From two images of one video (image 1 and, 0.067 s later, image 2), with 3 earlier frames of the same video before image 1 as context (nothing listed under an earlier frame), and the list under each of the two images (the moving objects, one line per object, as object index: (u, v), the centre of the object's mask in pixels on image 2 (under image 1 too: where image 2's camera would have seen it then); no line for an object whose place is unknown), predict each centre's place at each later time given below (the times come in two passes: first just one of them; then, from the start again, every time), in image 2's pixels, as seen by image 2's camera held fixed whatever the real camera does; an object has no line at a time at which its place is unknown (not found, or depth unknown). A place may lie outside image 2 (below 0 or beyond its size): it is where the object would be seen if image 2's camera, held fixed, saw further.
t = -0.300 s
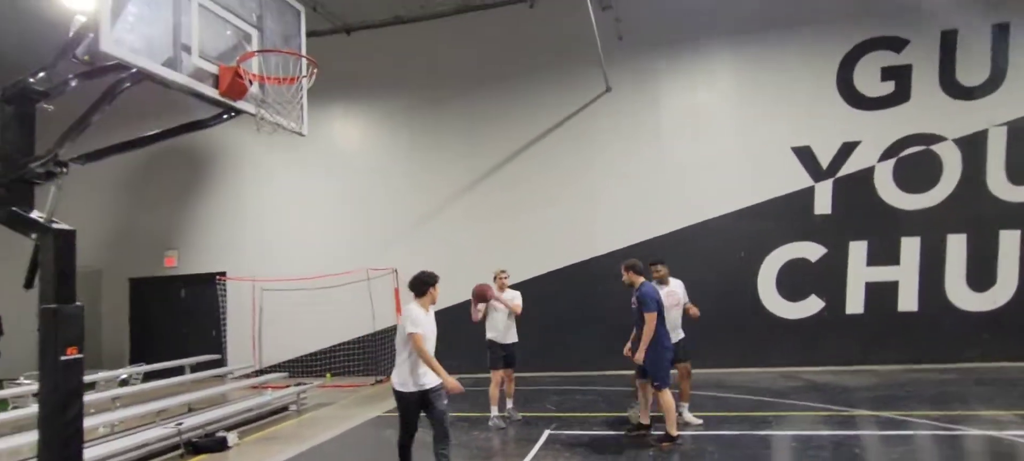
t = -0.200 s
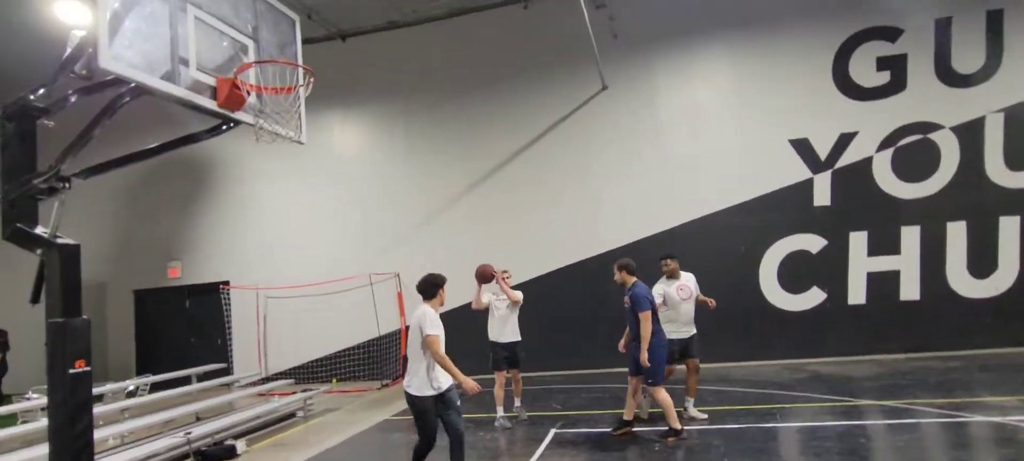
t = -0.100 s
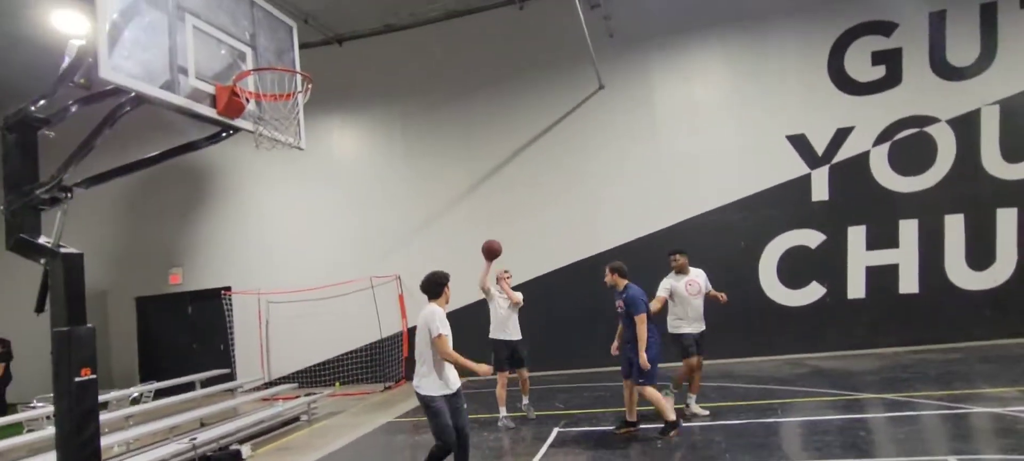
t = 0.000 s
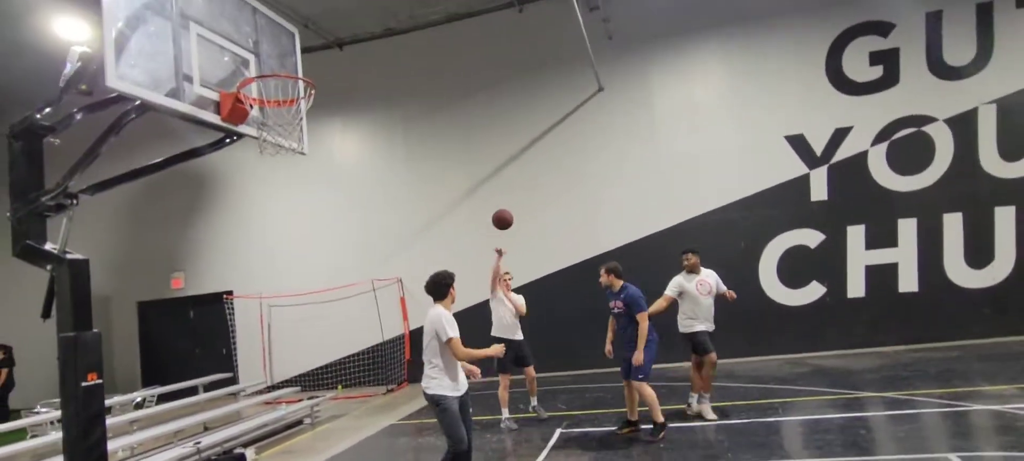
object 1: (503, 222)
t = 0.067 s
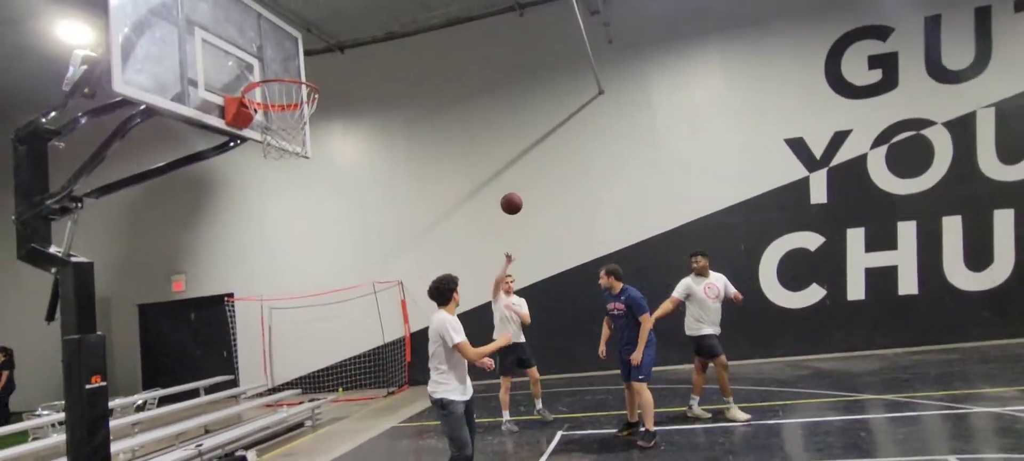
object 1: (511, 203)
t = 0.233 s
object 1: (537, 169)
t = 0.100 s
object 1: (516, 195)
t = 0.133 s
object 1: (520, 187)
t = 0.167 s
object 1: (525, 180)
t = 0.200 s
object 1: (531, 174)
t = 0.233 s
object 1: (537, 169)
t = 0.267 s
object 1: (542, 165)
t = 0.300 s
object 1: (549, 161)
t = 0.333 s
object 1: (556, 159)
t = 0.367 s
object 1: (563, 157)
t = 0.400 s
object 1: (571, 157)
